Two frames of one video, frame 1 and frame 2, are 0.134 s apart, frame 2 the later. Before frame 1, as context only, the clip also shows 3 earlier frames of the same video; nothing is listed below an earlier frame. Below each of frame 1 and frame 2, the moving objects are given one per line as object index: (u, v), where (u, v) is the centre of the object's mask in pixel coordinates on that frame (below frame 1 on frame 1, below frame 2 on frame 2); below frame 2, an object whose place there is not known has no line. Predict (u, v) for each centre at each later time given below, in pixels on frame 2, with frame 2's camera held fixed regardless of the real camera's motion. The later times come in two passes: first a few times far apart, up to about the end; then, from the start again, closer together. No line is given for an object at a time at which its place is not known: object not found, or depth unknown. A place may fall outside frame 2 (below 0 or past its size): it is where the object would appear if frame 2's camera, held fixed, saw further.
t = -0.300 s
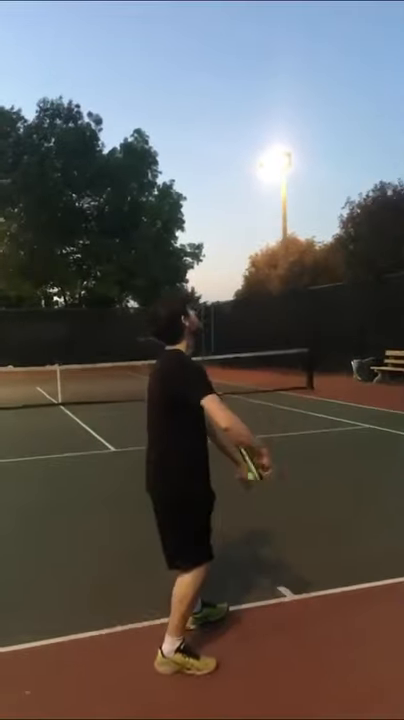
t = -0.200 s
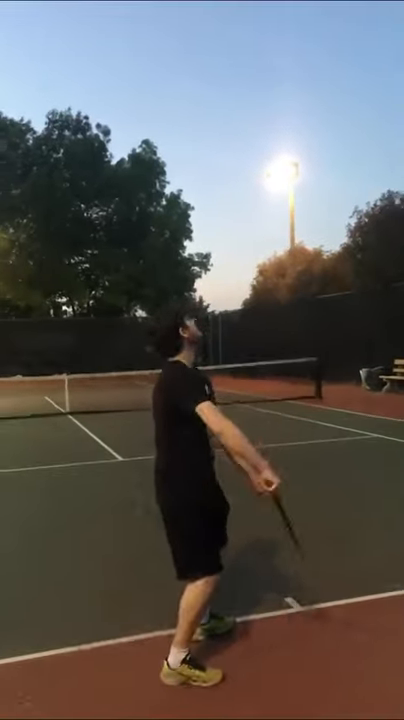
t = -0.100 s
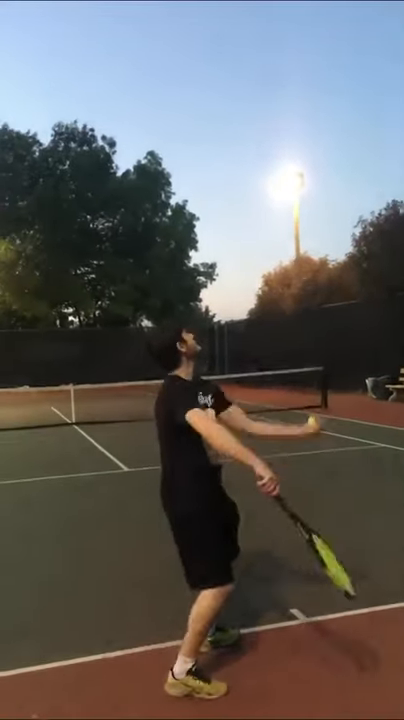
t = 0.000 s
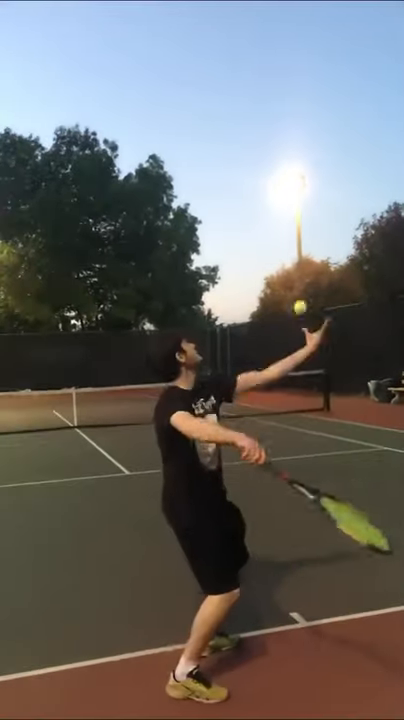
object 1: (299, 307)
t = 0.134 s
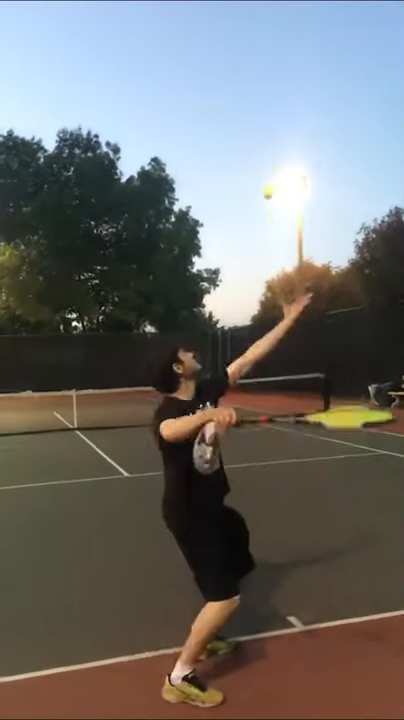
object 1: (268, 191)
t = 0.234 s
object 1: (245, 129)
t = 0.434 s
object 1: (206, 62)
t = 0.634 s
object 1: (171, 67)
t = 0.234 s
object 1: (245, 129)
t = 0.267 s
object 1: (238, 113)
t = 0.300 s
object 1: (231, 97)
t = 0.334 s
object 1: (224, 86)
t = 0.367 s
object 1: (217, 76)
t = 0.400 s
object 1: (212, 68)
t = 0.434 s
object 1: (206, 62)
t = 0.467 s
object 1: (200, 58)
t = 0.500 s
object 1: (194, 57)
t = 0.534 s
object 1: (188, 57)
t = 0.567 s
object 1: (183, 59)
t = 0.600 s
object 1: (178, 61)
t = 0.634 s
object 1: (171, 67)
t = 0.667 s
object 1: (167, 75)
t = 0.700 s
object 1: (163, 83)
